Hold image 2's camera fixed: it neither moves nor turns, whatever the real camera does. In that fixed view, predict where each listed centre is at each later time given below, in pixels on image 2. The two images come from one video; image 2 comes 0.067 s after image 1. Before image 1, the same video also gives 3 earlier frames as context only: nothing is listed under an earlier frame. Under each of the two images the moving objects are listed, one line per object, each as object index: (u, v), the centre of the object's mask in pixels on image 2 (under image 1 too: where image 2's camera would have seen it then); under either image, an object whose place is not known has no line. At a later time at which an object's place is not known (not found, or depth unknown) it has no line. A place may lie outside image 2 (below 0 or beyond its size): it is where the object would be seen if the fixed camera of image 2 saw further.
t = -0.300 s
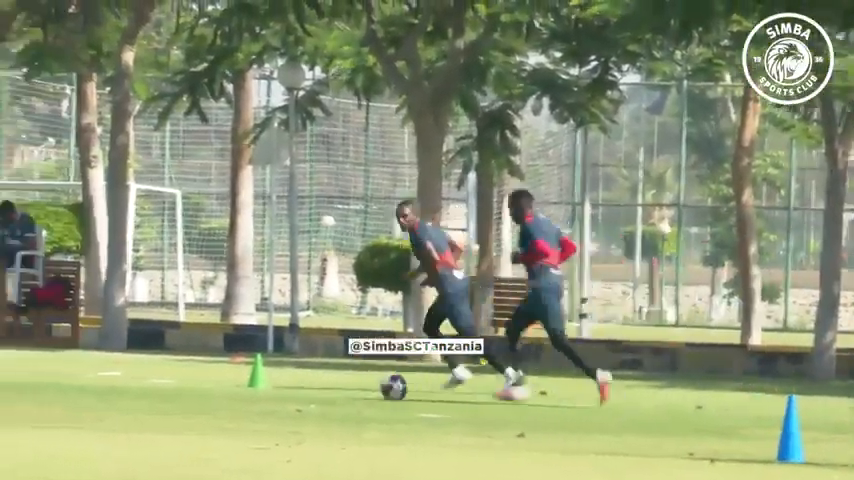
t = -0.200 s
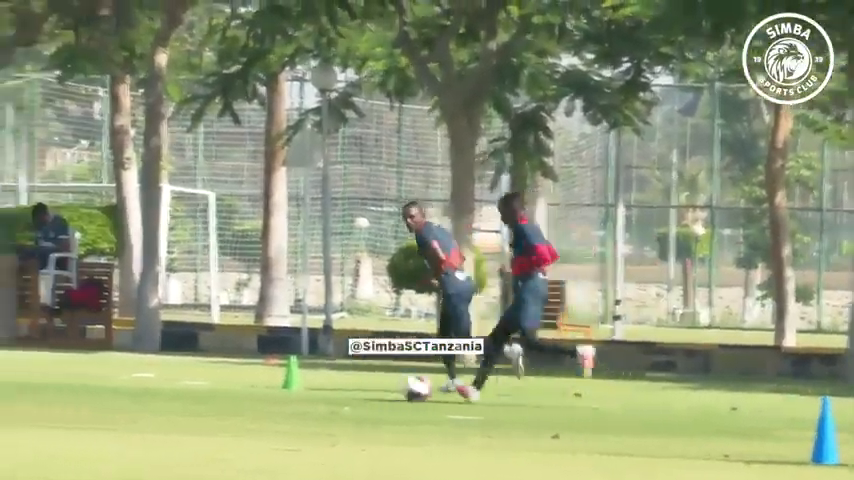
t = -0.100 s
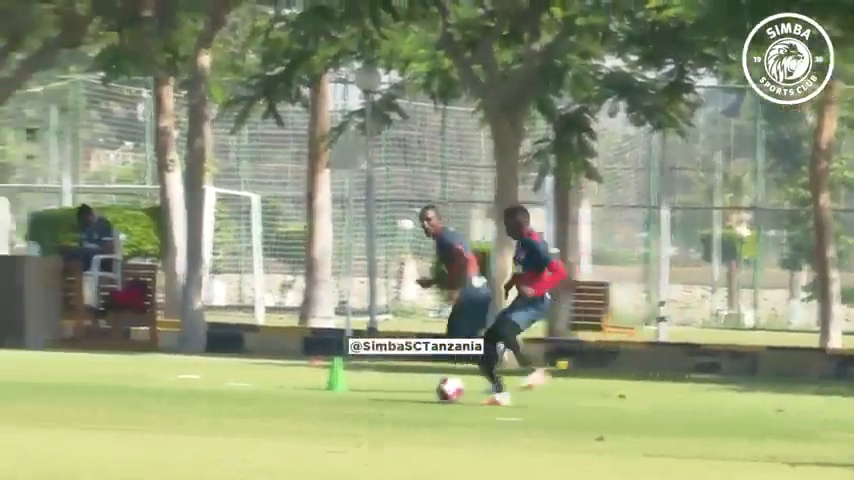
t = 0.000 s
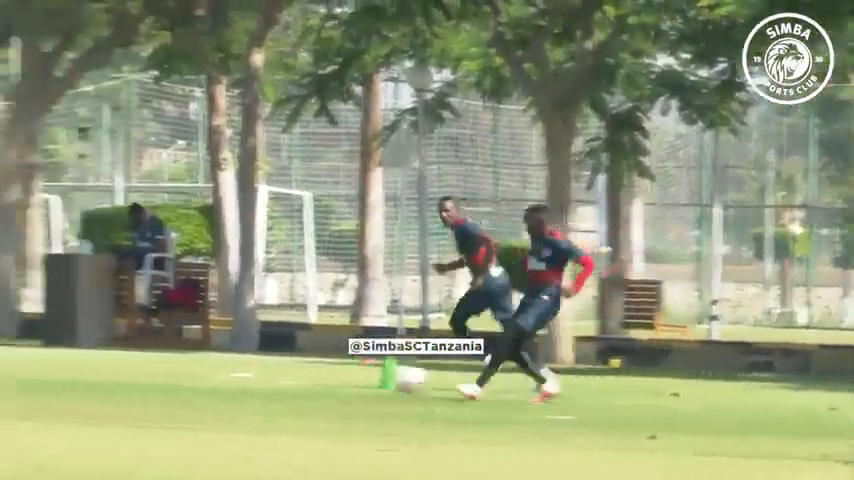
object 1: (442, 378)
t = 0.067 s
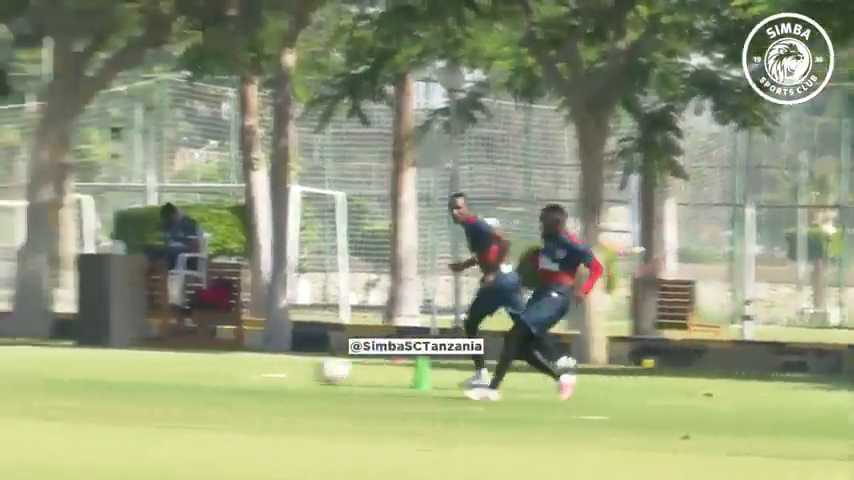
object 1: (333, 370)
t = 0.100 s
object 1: (264, 369)
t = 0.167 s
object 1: (155, 369)
